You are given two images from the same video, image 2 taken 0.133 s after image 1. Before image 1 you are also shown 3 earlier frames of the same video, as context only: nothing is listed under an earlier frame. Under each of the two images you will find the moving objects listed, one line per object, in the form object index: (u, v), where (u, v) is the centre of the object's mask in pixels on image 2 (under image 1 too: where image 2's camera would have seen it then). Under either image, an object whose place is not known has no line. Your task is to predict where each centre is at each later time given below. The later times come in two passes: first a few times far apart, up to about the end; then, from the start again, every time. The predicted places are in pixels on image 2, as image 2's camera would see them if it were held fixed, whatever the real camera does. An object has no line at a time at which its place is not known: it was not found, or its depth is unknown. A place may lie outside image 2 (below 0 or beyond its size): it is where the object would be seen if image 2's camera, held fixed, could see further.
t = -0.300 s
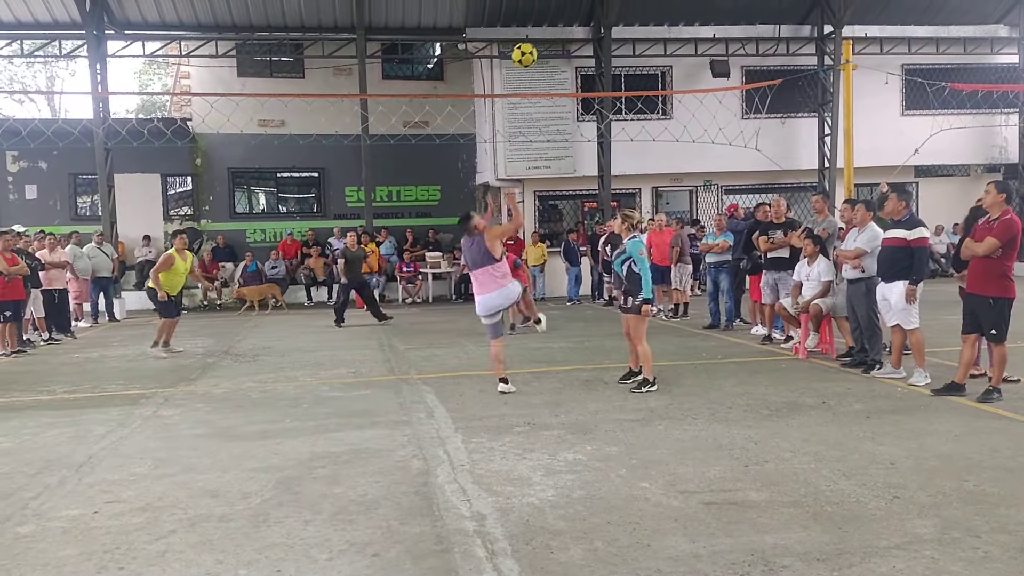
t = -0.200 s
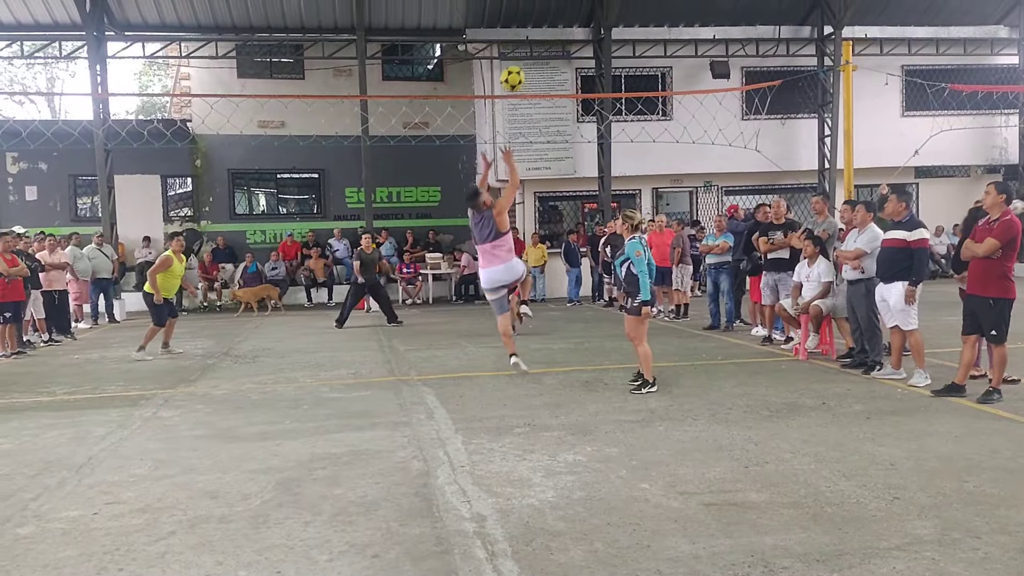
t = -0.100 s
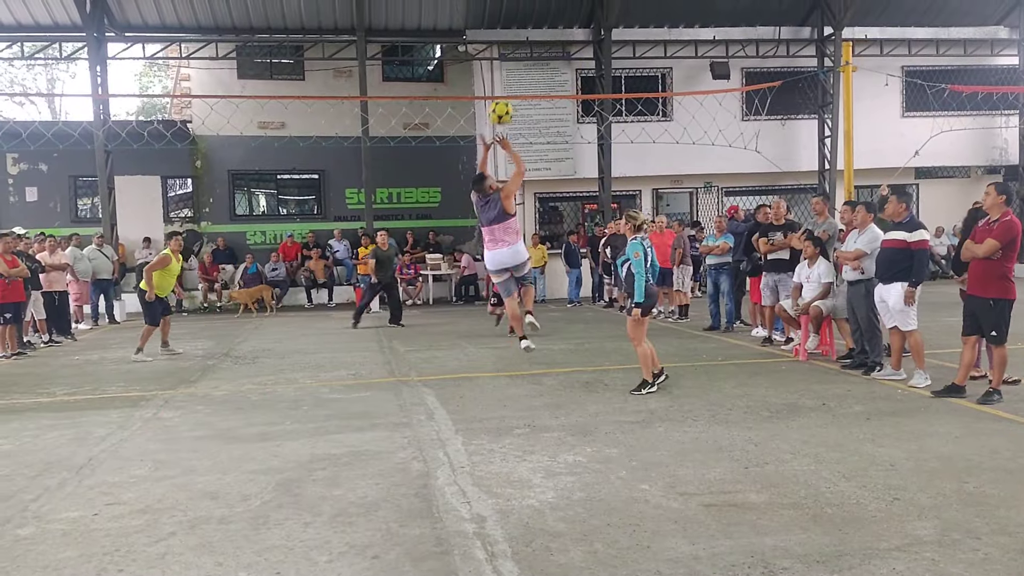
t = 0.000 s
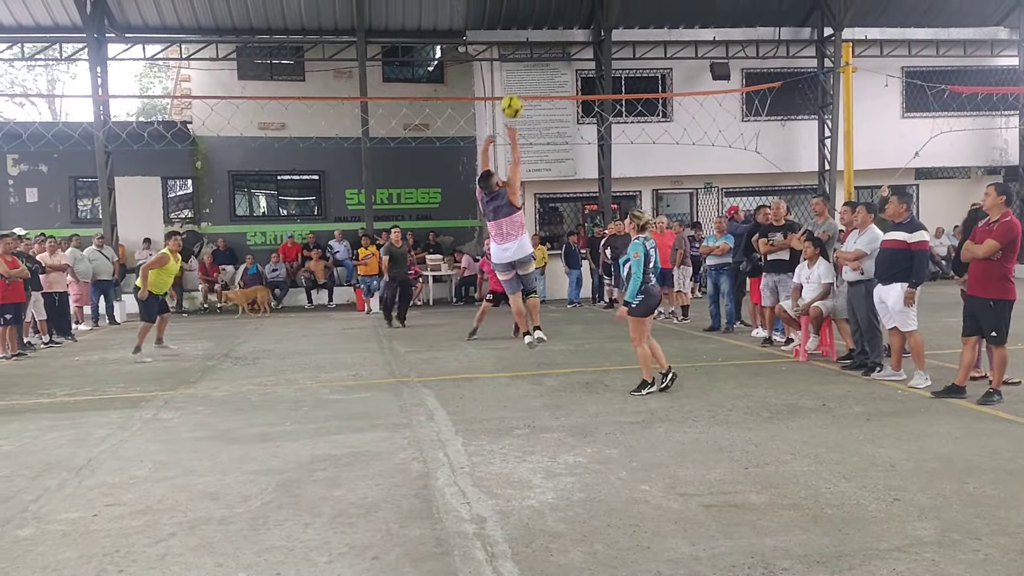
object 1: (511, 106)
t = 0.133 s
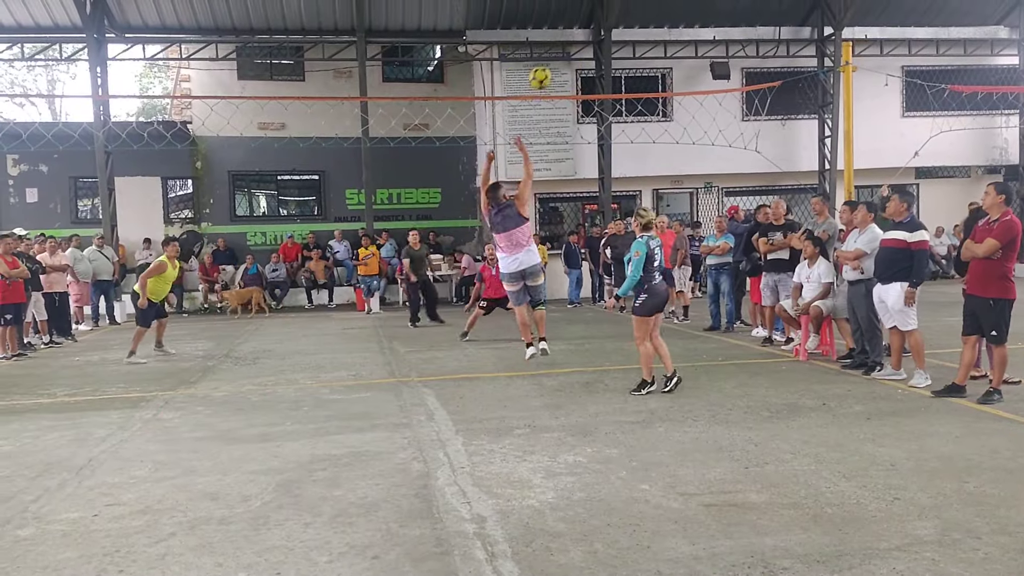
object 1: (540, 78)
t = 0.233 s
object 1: (559, 70)
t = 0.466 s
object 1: (598, 87)
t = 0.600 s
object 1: (617, 117)
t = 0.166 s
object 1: (547, 74)
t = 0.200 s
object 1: (553, 71)
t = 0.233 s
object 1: (559, 70)
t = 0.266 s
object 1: (565, 70)
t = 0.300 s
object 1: (571, 71)
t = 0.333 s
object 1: (577, 73)
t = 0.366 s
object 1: (583, 76)
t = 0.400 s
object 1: (588, 79)
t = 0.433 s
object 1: (593, 84)
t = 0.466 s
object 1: (598, 87)
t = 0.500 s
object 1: (603, 94)
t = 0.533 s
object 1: (608, 104)
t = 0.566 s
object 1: (612, 108)
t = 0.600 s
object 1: (617, 117)
